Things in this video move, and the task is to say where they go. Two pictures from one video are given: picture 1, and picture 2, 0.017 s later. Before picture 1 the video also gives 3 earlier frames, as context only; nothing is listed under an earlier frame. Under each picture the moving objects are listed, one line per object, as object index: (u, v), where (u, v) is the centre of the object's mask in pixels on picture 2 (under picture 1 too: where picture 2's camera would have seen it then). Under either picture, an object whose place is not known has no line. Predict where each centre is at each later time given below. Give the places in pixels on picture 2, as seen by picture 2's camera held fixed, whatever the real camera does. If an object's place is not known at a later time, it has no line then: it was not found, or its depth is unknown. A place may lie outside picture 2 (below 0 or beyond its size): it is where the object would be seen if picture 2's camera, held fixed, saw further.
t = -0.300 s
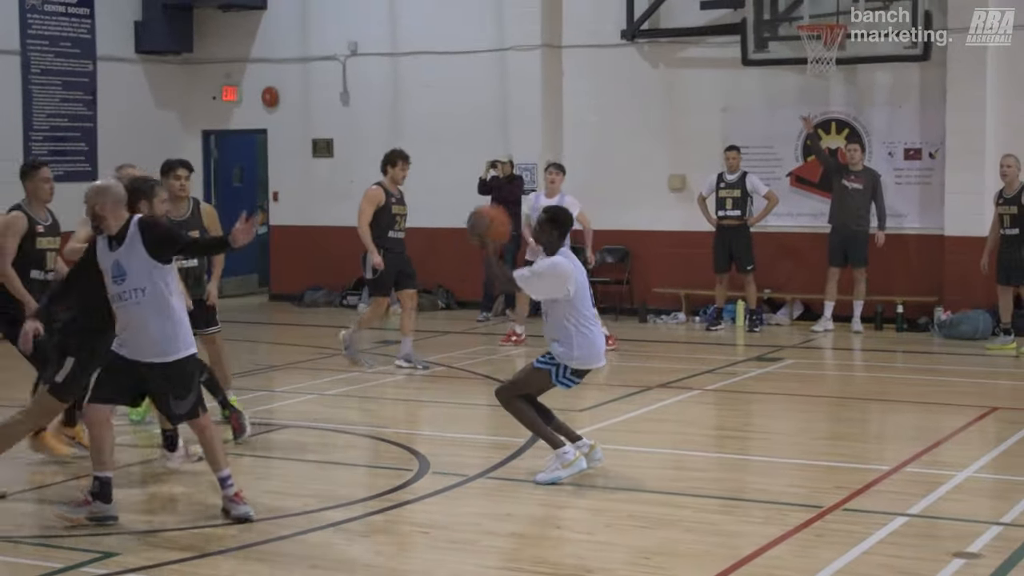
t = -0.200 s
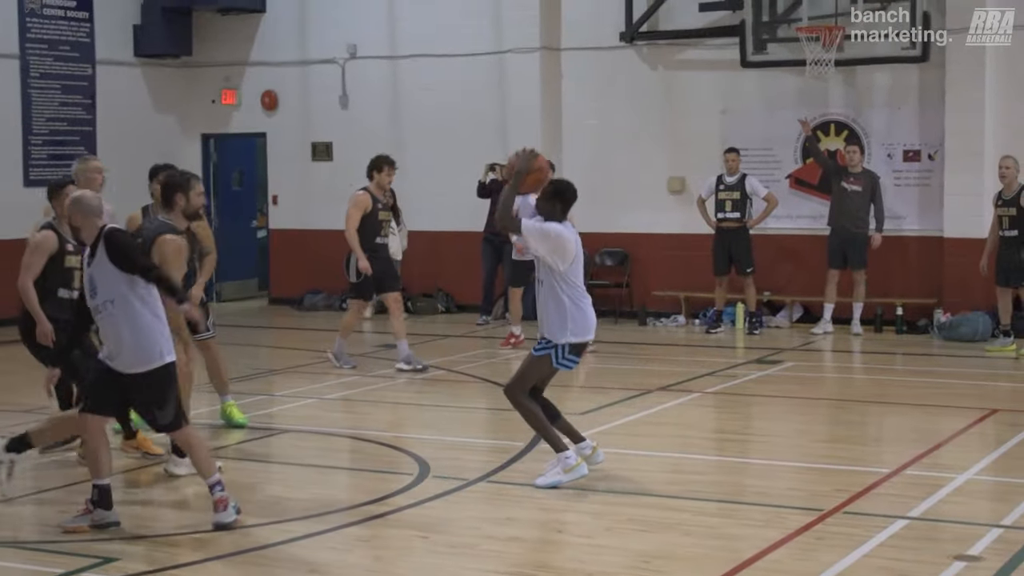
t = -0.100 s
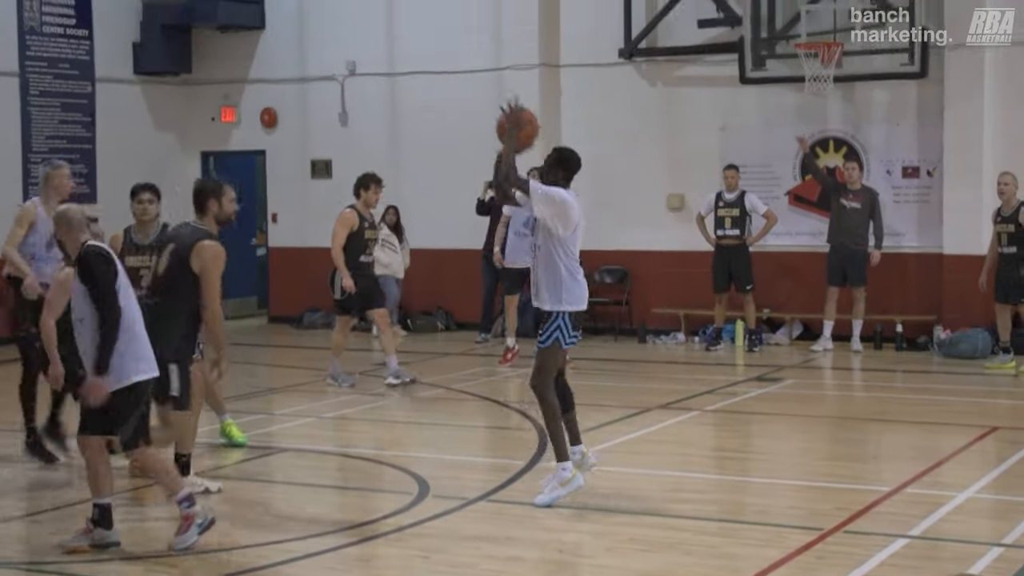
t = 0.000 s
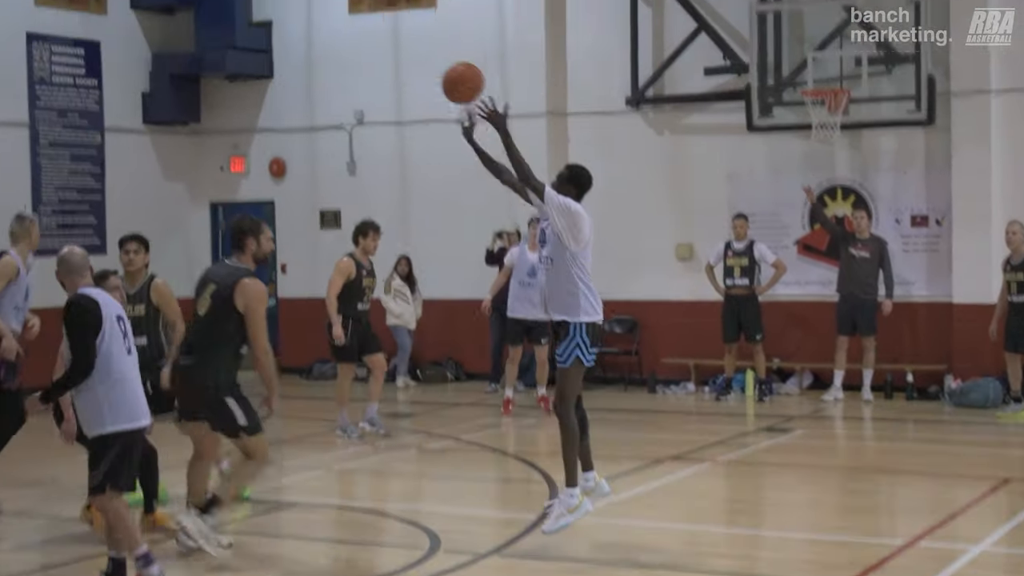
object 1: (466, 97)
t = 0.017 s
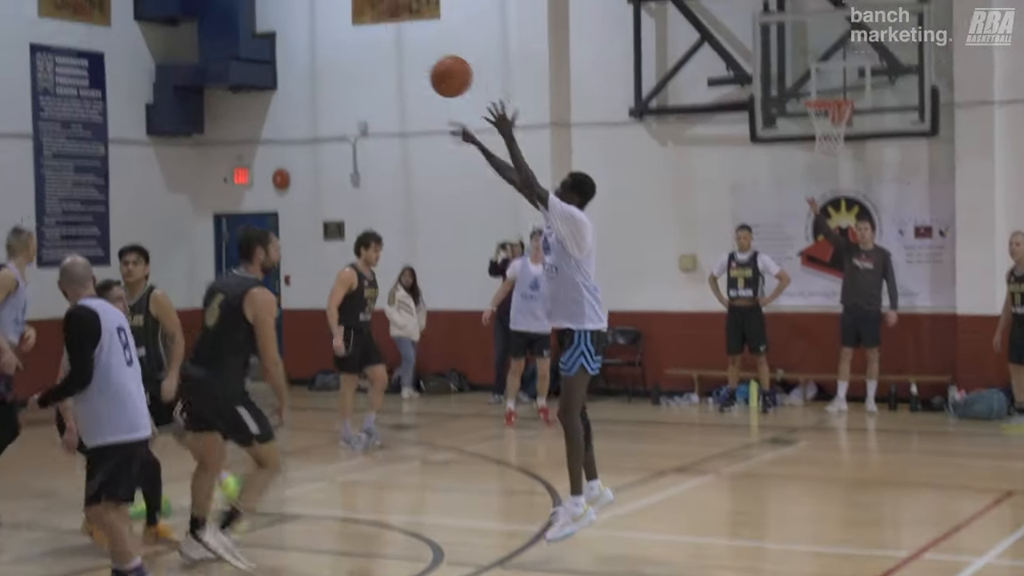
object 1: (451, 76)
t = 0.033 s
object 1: (437, 56)
